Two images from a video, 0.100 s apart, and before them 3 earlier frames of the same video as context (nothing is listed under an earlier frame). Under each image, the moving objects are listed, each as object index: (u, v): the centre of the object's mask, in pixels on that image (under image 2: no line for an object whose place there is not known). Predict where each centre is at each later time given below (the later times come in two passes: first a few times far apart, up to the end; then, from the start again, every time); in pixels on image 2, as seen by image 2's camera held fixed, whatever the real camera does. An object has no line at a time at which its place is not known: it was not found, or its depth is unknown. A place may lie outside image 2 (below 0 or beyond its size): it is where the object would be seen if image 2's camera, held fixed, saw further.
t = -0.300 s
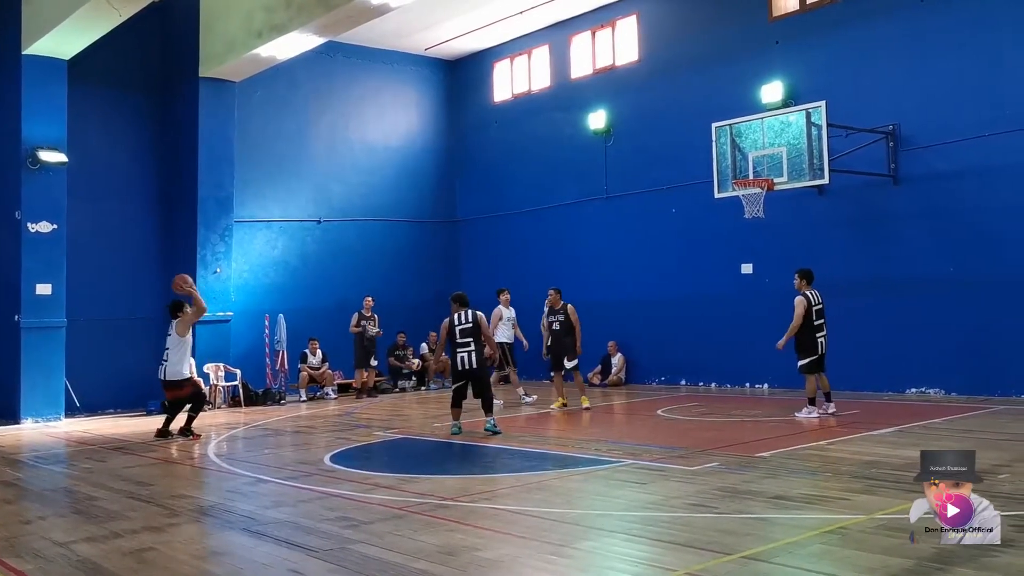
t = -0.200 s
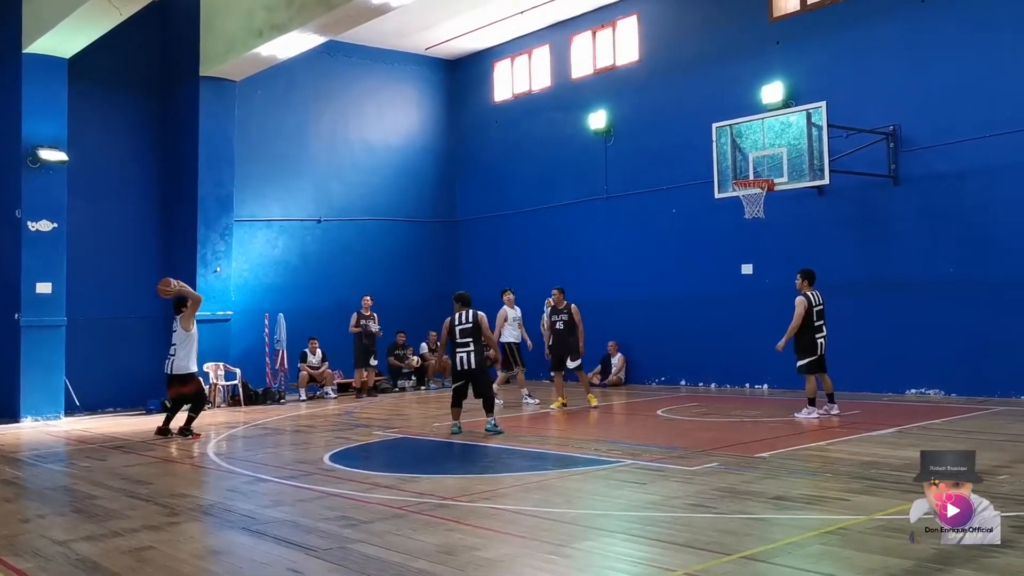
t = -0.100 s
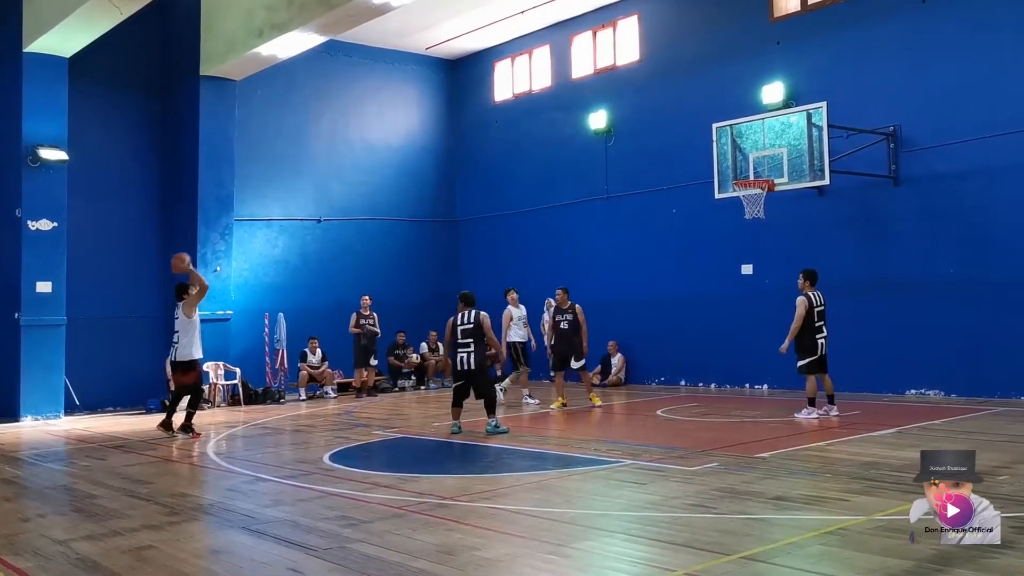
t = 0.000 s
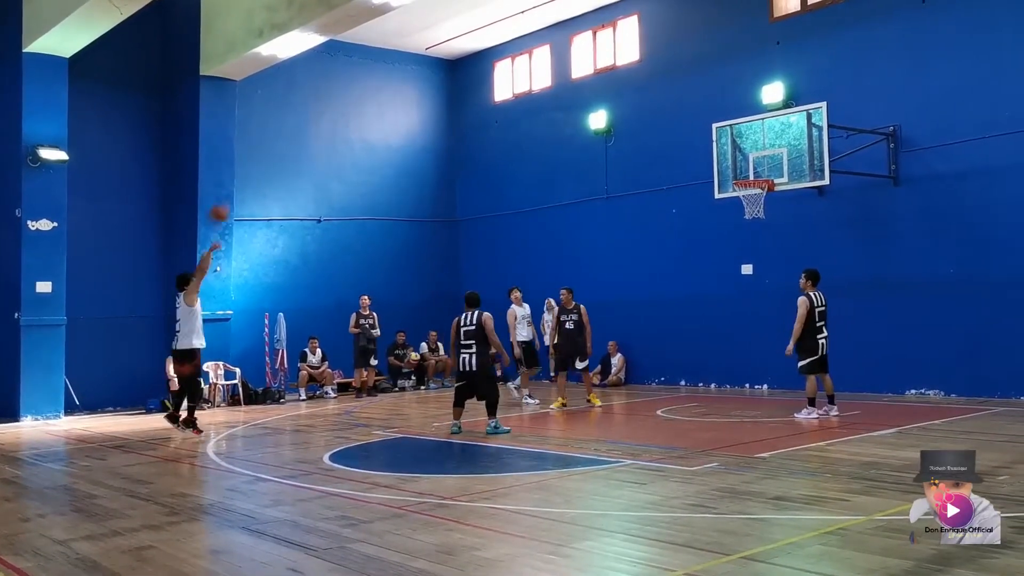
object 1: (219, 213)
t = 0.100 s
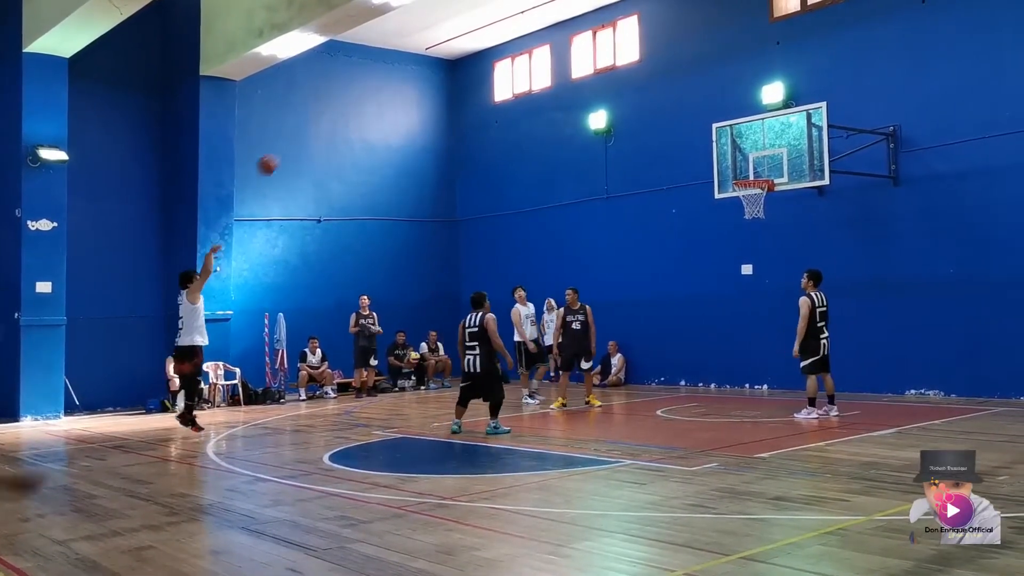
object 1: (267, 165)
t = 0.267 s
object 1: (345, 104)
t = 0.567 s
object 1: (481, 52)
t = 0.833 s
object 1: (597, 60)
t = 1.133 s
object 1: (722, 131)
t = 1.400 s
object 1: (777, 137)
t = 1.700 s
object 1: (784, 115)
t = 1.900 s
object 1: (792, 141)
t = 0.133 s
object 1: (283, 151)
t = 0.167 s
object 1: (298, 138)
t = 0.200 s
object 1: (314, 126)
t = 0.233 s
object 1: (330, 113)
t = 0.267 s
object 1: (345, 104)
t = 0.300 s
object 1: (361, 95)
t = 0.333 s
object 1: (376, 86)
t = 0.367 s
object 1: (391, 78)
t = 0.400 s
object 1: (407, 71)
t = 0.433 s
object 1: (422, 65)
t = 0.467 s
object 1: (437, 61)
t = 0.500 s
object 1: (453, 59)
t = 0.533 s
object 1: (468, 54)
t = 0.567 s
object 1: (481, 52)
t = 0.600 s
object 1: (495, 50)
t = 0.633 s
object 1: (510, 49)
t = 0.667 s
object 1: (522, 48)
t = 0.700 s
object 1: (538, 48)
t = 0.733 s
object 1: (556, 51)
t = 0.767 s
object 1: (566, 53)
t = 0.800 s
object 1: (582, 56)
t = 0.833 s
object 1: (597, 60)
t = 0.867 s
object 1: (610, 67)
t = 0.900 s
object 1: (626, 72)
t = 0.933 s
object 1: (639, 77)
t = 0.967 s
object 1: (652, 84)
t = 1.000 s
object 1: (667, 92)
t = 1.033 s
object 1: (680, 100)
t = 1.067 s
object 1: (694, 110)
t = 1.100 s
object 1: (707, 119)
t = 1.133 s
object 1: (722, 131)
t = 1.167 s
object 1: (736, 144)
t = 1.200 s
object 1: (750, 156)
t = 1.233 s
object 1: (764, 169)
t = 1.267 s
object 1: (774, 168)
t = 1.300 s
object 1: (775, 159)
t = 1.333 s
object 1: (776, 151)
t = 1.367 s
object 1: (776, 144)
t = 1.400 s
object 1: (777, 137)
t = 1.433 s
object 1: (778, 131)
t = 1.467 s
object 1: (778, 127)
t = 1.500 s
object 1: (779, 123)
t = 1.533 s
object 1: (780, 119)
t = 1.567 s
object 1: (780, 117)
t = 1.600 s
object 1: (781, 115)
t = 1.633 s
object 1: (782, 114)
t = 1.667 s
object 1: (783, 114)
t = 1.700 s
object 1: (784, 115)
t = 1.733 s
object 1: (785, 117)
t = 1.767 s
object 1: (787, 120)
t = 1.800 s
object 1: (787, 124)
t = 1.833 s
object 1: (789, 128)
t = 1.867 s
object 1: (790, 134)
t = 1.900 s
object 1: (792, 141)
